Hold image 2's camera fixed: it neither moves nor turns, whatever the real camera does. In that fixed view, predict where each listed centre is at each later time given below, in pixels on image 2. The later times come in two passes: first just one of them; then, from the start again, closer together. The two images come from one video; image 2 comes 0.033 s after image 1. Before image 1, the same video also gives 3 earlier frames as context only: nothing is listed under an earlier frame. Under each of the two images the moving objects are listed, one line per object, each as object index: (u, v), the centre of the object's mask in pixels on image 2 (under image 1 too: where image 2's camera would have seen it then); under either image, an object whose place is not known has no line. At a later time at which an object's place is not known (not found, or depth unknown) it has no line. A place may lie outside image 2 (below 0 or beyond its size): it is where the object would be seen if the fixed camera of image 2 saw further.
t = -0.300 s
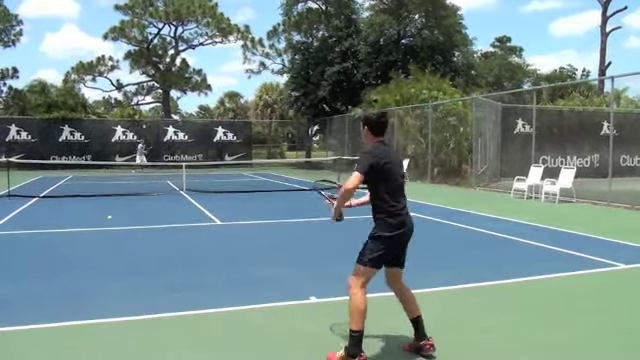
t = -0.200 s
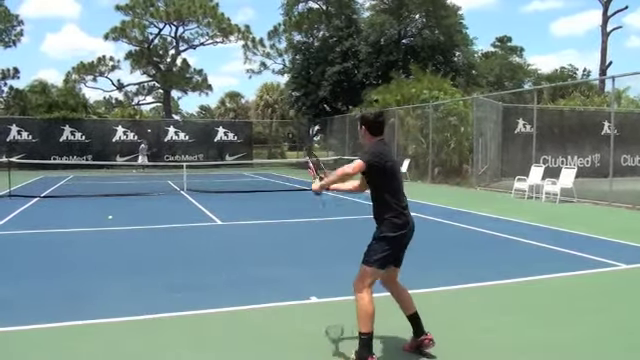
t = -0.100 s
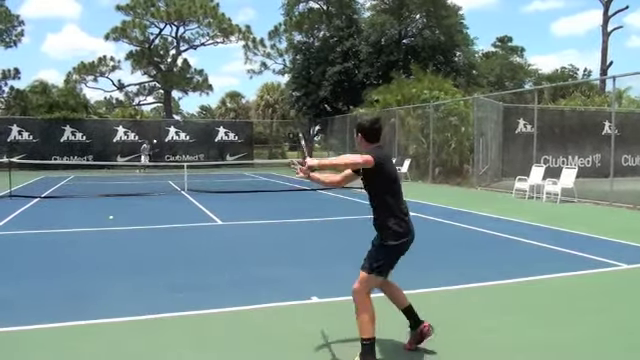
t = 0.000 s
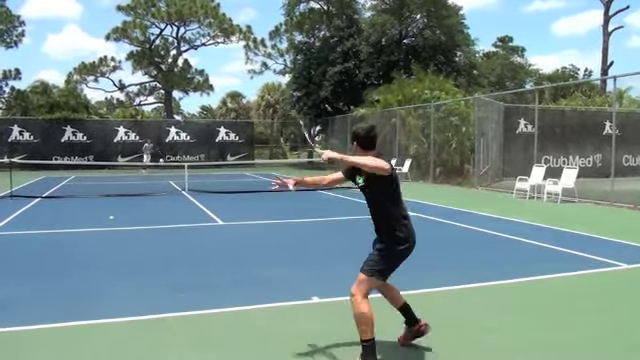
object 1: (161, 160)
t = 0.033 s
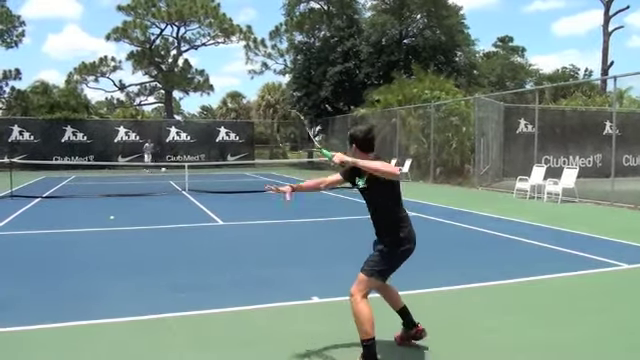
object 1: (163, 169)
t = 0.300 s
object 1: (182, 241)
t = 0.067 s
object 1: (165, 179)
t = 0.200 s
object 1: (176, 244)
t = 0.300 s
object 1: (182, 241)
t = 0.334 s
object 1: (184, 235)
